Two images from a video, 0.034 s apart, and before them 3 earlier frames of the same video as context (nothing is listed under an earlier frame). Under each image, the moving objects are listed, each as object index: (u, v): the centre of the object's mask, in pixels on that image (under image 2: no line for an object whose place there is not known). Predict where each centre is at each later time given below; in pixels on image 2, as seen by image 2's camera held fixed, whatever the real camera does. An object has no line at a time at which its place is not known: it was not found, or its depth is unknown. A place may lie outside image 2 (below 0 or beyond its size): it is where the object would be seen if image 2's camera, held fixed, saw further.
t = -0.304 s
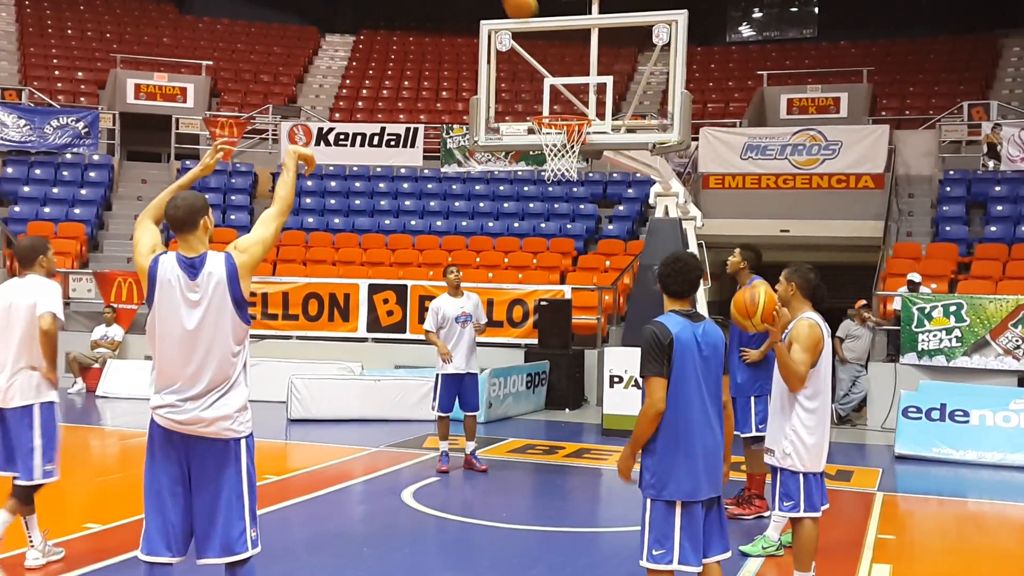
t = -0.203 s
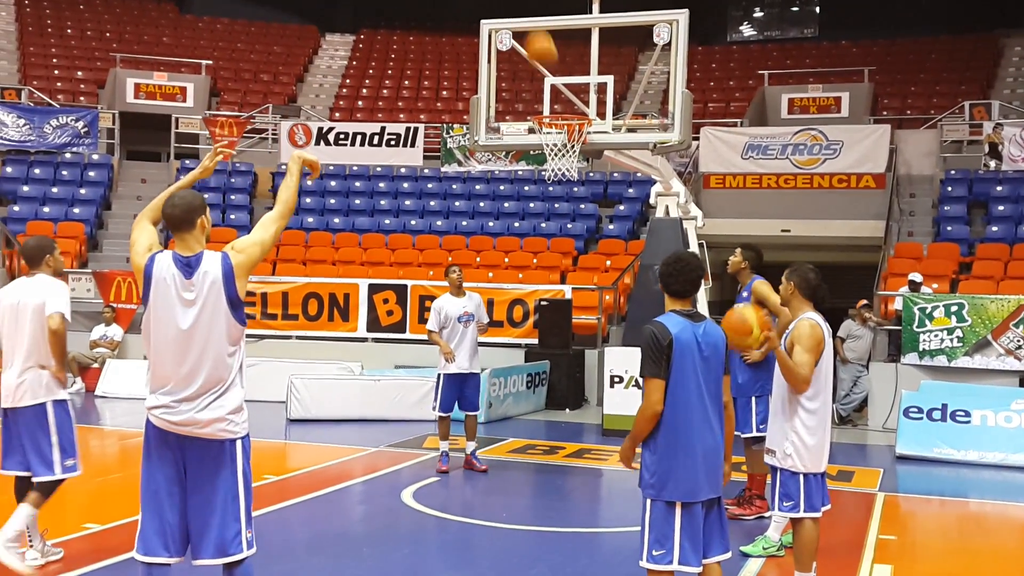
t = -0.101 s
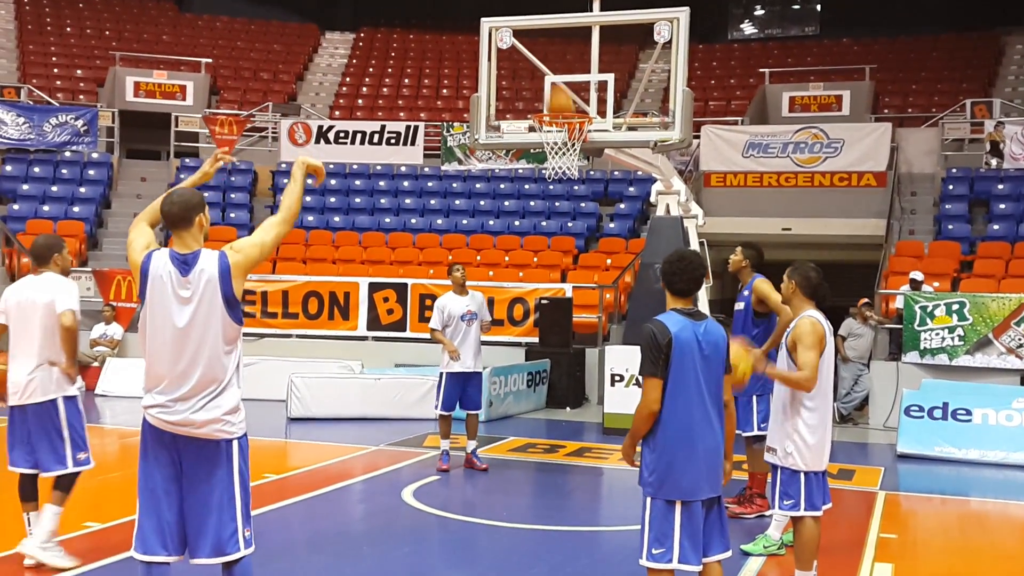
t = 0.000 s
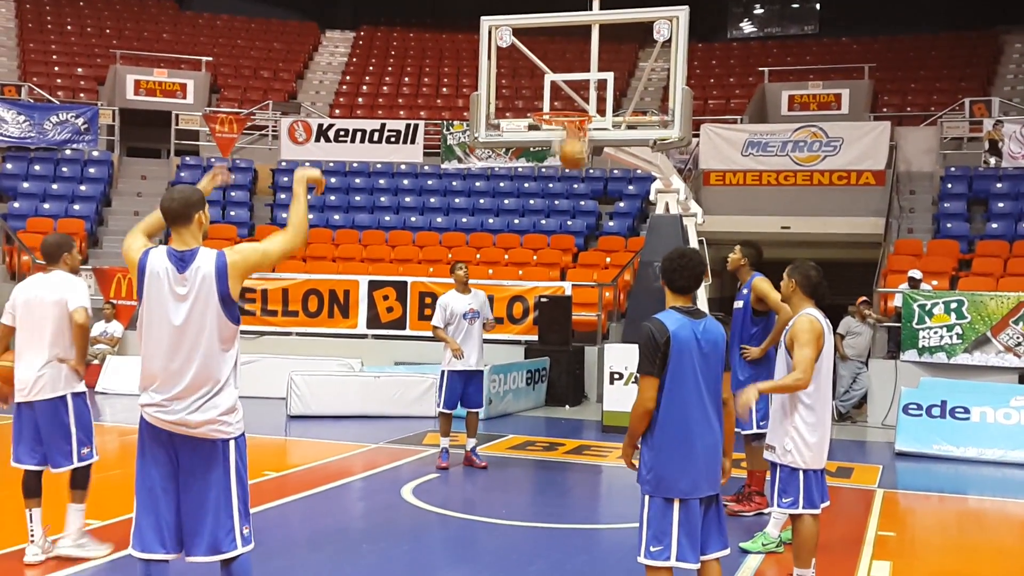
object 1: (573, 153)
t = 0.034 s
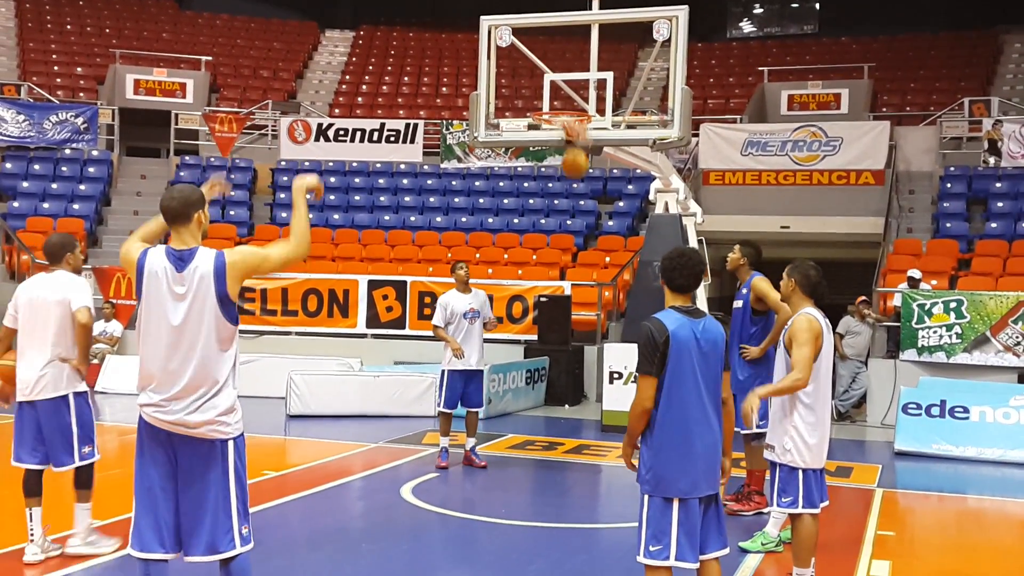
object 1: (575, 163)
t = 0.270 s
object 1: (589, 253)
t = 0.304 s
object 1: (591, 272)
